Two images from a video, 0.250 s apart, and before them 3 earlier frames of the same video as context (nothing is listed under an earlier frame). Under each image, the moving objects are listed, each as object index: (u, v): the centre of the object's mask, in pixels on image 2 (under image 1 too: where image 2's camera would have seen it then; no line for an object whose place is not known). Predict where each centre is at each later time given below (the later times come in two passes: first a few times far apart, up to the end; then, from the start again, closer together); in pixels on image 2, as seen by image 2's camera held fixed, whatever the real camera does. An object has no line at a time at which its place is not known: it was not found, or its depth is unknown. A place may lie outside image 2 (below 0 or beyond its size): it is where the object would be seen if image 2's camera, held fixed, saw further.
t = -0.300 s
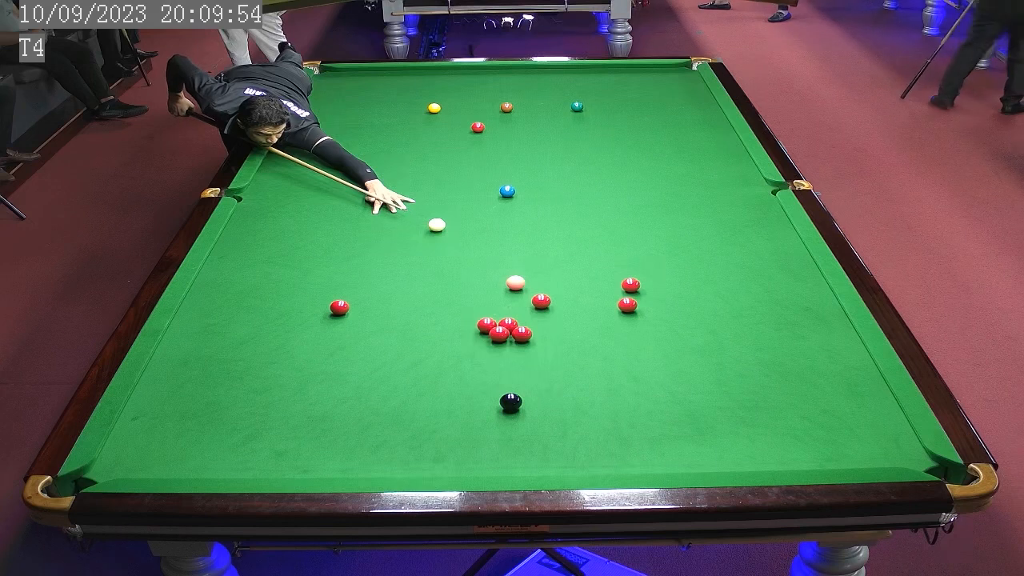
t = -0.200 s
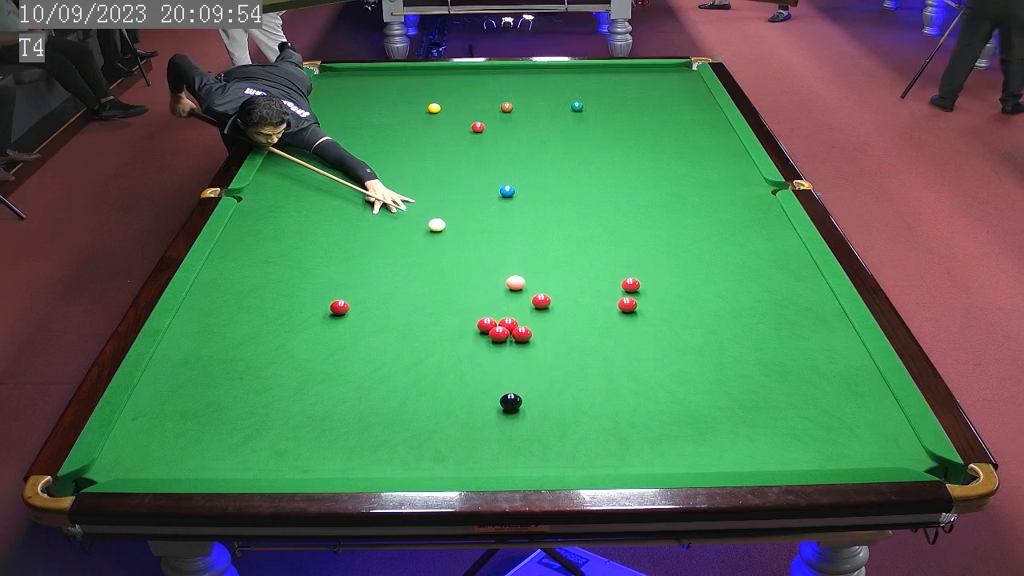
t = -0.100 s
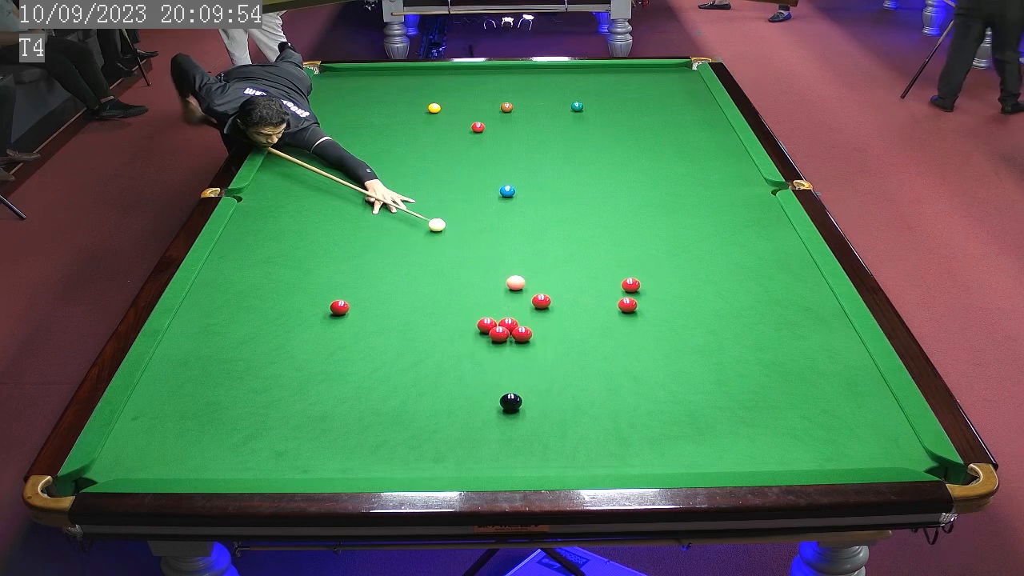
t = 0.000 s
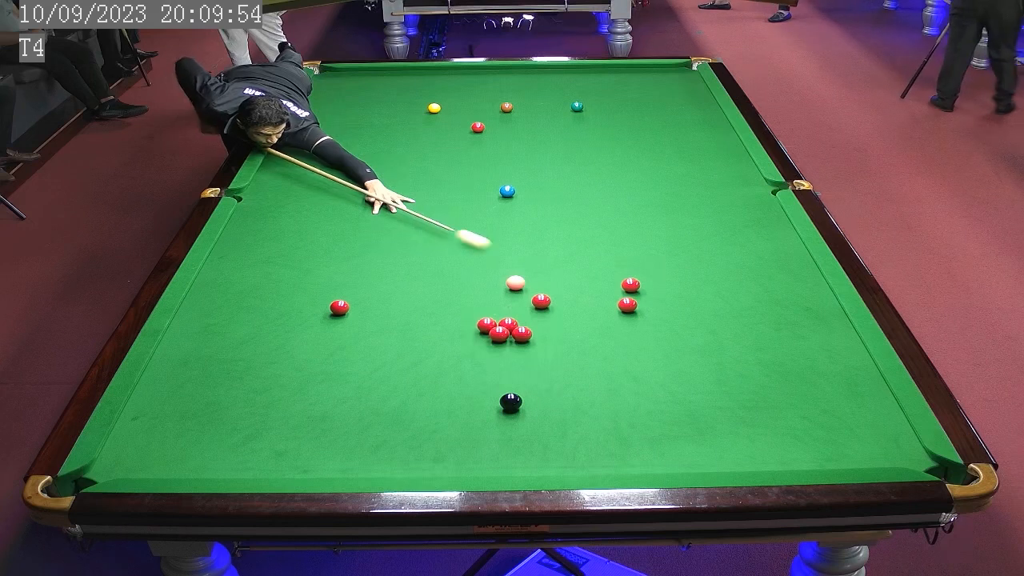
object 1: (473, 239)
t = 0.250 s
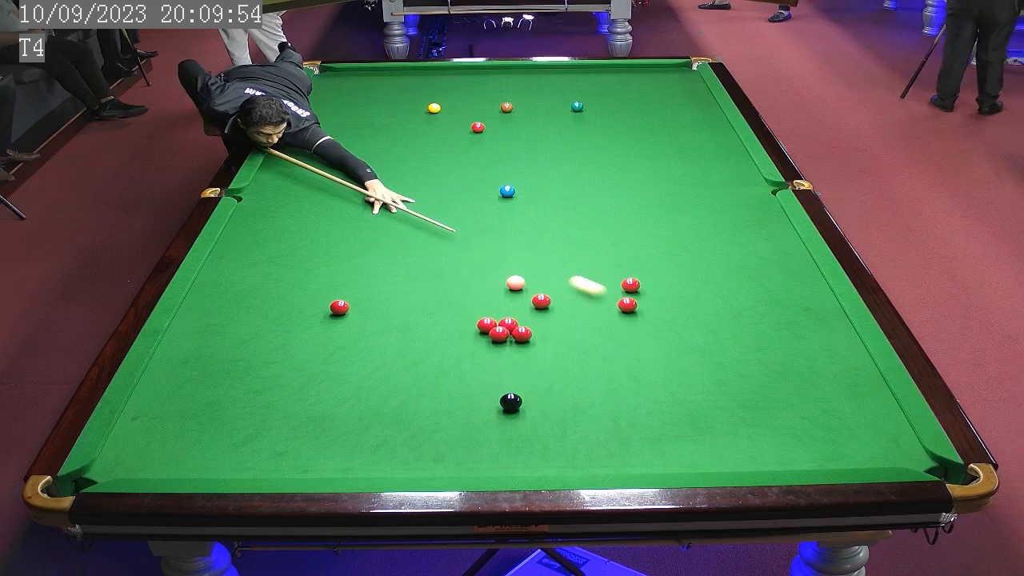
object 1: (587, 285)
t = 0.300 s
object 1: (609, 294)
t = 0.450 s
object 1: (629, 298)
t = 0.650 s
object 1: (660, 304)
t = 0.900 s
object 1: (701, 313)
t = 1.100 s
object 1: (734, 320)
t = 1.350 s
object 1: (774, 329)
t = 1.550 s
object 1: (805, 336)
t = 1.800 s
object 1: (843, 344)
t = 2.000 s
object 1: (847, 350)
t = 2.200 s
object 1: (837, 355)
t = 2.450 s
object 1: (824, 361)
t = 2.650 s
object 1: (814, 365)
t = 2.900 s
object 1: (804, 371)
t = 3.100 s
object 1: (796, 374)
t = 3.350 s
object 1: (788, 378)
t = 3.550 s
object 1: (781, 381)
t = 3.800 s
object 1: (775, 384)
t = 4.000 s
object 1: (771, 386)
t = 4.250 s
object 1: (767, 388)
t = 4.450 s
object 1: (765, 390)
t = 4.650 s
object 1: (764, 391)
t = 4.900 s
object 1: (764, 391)
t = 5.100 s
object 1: (764, 391)
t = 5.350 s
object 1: (764, 391)
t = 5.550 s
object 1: (764, 391)
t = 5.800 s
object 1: (764, 391)
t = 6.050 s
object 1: (764, 392)
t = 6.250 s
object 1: (764, 392)
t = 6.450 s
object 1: (764, 392)
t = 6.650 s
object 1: (764, 392)
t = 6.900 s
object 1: (764, 391)
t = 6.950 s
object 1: (764, 391)
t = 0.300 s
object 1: (609, 294)
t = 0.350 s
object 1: (618, 297)
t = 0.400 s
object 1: (623, 297)
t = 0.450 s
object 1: (629, 298)
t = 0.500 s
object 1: (636, 299)
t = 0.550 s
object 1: (644, 300)
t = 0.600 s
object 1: (652, 302)
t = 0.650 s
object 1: (660, 304)
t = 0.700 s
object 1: (669, 306)
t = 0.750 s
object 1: (677, 308)
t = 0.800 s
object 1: (685, 309)
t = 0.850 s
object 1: (693, 311)
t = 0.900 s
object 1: (701, 313)
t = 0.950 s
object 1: (710, 315)
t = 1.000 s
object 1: (718, 316)
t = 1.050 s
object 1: (726, 318)
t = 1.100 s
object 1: (734, 320)
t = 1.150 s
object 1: (742, 322)
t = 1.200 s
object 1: (750, 324)
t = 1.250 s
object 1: (758, 325)
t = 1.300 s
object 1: (766, 327)
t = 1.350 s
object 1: (774, 329)
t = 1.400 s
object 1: (782, 331)
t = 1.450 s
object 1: (790, 332)
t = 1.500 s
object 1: (797, 334)
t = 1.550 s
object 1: (805, 336)
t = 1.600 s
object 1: (813, 337)
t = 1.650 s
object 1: (820, 339)
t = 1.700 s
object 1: (828, 341)
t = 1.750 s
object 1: (835, 342)
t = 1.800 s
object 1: (843, 344)
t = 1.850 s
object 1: (850, 346)
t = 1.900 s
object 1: (854, 347)
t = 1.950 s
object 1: (851, 348)
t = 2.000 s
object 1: (847, 350)
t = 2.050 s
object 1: (845, 351)
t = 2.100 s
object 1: (842, 353)
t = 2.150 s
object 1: (839, 354)
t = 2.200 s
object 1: (837, 355)
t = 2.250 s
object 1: (834, 356)
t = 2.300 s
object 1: (831, 358)
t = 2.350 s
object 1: (829, 359)
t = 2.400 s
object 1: (826, 360)
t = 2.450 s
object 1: (824, 361)
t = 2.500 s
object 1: (821, 362)
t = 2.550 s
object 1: (819, 363)
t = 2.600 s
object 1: (817, 364)
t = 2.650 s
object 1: (814, 365)
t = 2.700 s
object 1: (812, 367)
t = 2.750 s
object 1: (810, 368)
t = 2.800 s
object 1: (808, 369)
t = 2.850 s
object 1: (806, 370)
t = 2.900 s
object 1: (804, 371)
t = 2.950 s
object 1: (802, 372)
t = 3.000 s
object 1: (800, 373)
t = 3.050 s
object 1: (798, 373)
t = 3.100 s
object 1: (796, 374)
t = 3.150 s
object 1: (794, 375)
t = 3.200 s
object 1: (793, 376)
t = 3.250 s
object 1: (791, 377)
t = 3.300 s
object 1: (789, 378)
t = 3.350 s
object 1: (788, 378)
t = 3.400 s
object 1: (786, 379)
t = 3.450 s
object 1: (784, 379)
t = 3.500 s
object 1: (783, 380)
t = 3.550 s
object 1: (781, 381)
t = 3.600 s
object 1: (780, 382)
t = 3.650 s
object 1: (779, 382)
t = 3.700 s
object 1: (777, 383)
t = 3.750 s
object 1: (776, 383)
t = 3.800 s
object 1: (775, 384)
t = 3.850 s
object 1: (774, 385)
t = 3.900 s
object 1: (773, 385)
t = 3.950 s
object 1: (772, 386)
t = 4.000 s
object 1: (771, 386)
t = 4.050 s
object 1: (770, 386)
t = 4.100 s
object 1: (769, 387)
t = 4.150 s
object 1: (768, 388)
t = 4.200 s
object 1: (768, 388)
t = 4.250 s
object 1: (767, 388)
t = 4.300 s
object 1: (767, 389)
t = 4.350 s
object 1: (766, 389)
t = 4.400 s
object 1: (766, 390)
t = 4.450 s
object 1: (765, 390)
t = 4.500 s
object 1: (765, 390)
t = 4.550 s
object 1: (764, 390)
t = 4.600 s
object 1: (764, 390)
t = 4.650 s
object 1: (764, 391)
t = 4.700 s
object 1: (764, 391)
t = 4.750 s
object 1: (764, 391)
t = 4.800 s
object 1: (764, 391)
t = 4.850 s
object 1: (764, 391)
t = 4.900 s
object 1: (764, 391)
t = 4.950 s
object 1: (764, 391)
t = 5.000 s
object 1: (764, 391)
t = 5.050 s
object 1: (764, 391)
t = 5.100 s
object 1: (764, 391)
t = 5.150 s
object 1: (764, 391)
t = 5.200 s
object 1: (764, 391)
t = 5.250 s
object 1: (764, 391)
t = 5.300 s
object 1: (764, 391)
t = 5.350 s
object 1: (764, 391)
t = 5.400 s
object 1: (764, 391)
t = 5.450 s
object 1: (764, 391)
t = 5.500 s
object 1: (764, 391)
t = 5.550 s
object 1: (764, 391)
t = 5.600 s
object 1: (764, 391)
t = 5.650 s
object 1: (764, 391)
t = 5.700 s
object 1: (764, 391)
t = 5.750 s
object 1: (764, 391)
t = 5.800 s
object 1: (764, 391)
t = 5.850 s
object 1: (764, 391)
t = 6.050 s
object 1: (764, 392)
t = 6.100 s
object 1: (765, 388)
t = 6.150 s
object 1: (762, 389)
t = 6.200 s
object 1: (764, 392)
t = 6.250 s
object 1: (764, 392)
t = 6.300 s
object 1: (764, 392)
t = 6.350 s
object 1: (764, 392)
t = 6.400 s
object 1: (764, 392)
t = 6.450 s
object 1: (764, 392)
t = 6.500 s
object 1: (764, 392)
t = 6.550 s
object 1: (764, 392)
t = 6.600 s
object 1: (764, 392)
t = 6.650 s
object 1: (764, 392)
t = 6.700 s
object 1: (764, 392)
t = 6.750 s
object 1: (764, 392)
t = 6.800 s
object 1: (764, 391)
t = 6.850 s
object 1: (764, 391)
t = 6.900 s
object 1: (764, 391)
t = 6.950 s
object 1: (764, 391)
